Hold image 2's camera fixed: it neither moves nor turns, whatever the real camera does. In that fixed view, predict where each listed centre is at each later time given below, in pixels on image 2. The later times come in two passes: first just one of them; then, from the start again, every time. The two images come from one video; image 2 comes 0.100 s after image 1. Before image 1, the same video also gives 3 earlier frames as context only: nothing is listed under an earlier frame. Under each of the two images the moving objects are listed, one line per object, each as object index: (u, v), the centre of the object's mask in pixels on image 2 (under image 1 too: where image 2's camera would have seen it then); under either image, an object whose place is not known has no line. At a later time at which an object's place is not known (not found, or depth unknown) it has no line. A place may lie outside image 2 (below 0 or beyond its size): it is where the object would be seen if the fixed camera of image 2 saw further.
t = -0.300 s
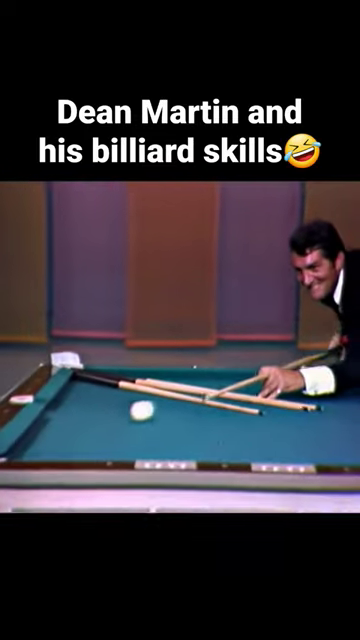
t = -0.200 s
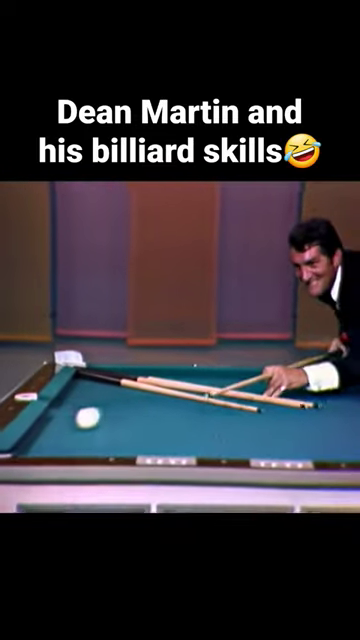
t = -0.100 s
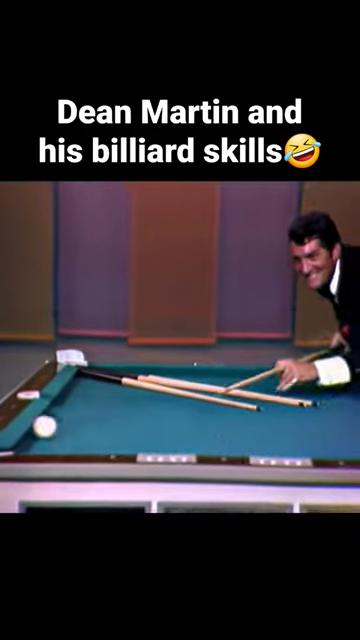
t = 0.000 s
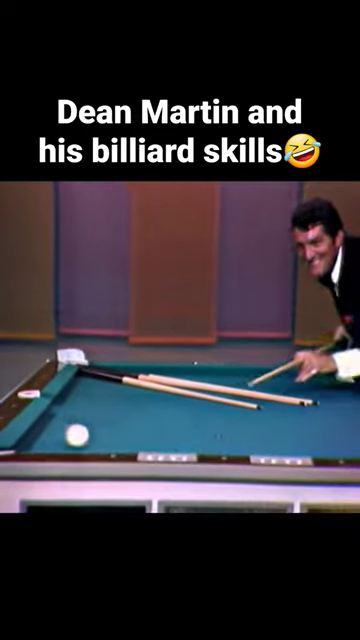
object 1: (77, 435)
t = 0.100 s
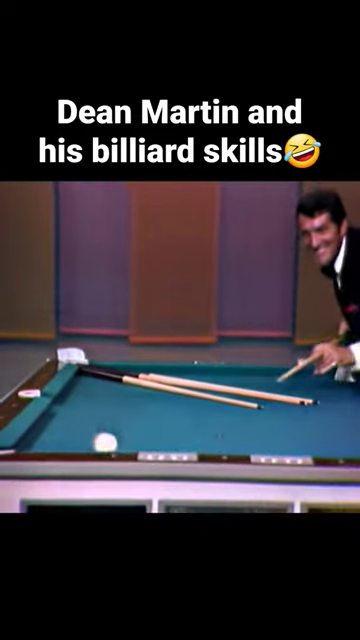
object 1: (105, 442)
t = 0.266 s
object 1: (163, 444)
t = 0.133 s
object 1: (114, 444)
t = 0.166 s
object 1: (123, 446)
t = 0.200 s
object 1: (136, 446)
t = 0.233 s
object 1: (150, 445)
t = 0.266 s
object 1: (163, 444)
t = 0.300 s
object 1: (177, 443)
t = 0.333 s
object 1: (189, 442)
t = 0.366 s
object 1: (202, 440)
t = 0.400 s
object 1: (214, 439)
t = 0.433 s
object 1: (227, 438)
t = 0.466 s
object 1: (239, 437)
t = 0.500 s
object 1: (250, 436)
